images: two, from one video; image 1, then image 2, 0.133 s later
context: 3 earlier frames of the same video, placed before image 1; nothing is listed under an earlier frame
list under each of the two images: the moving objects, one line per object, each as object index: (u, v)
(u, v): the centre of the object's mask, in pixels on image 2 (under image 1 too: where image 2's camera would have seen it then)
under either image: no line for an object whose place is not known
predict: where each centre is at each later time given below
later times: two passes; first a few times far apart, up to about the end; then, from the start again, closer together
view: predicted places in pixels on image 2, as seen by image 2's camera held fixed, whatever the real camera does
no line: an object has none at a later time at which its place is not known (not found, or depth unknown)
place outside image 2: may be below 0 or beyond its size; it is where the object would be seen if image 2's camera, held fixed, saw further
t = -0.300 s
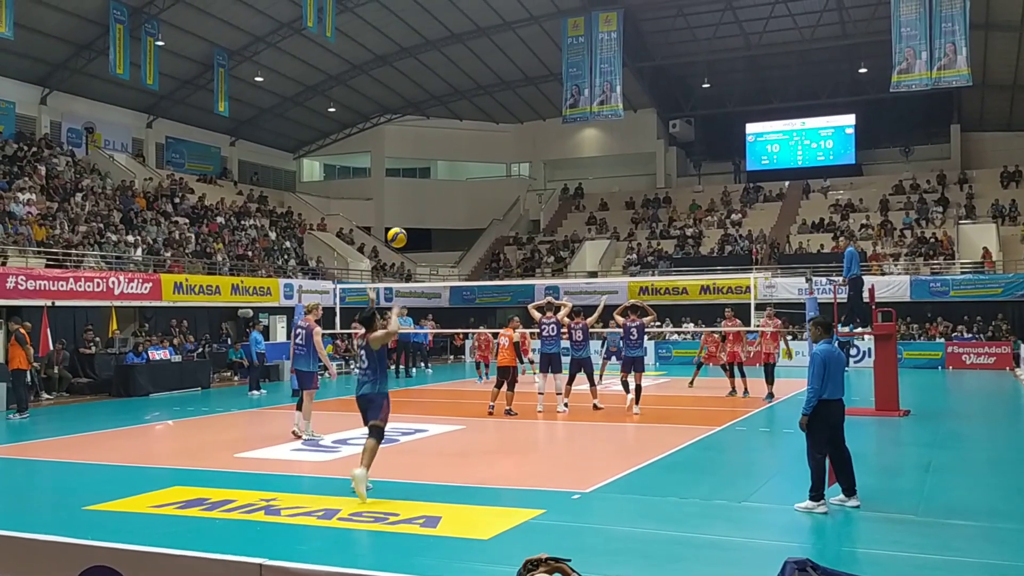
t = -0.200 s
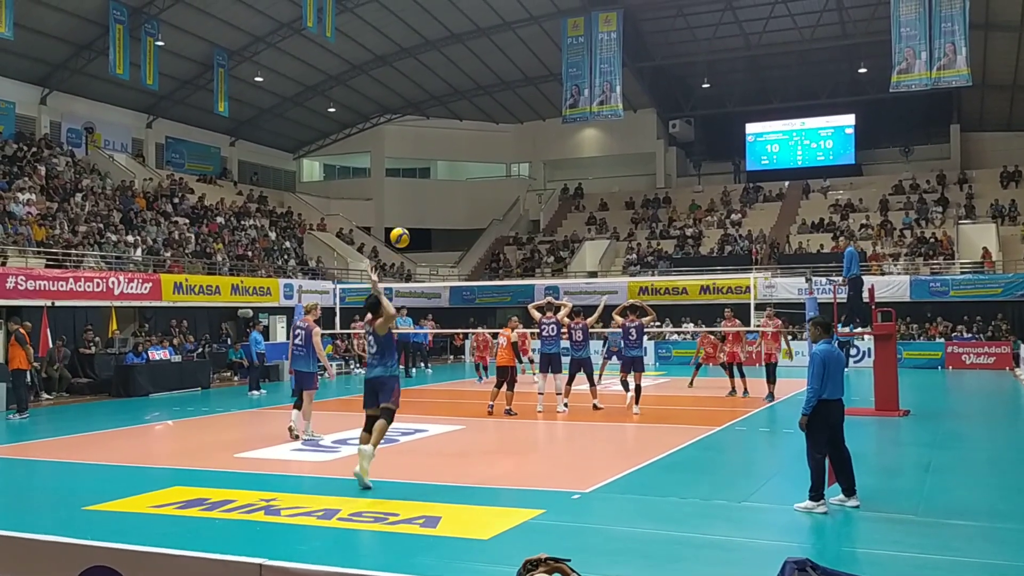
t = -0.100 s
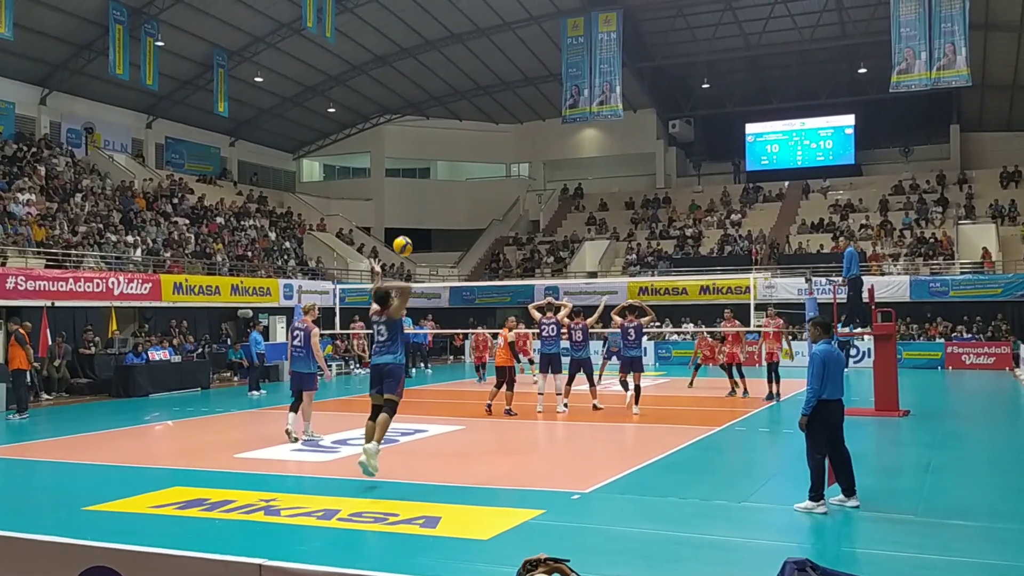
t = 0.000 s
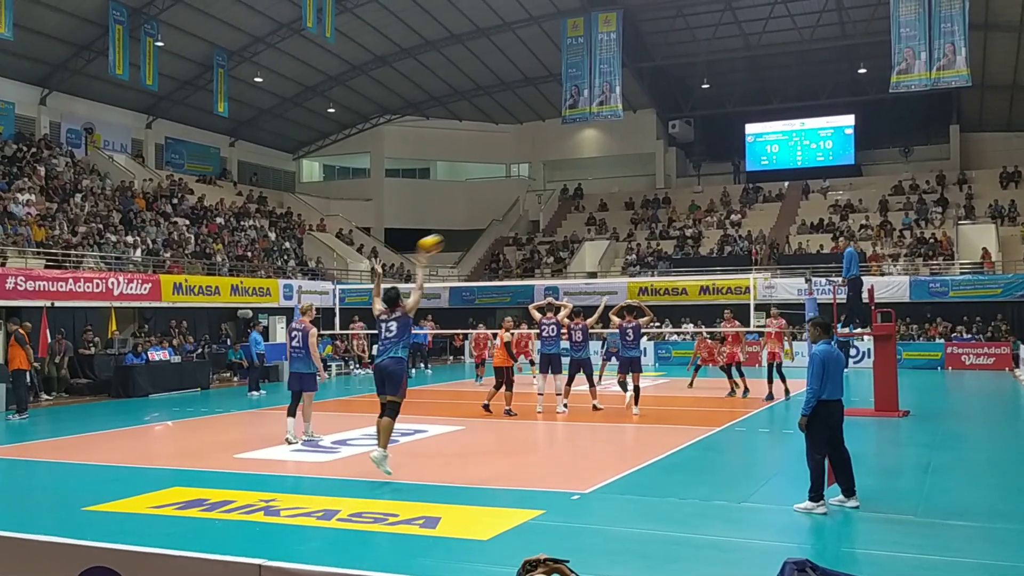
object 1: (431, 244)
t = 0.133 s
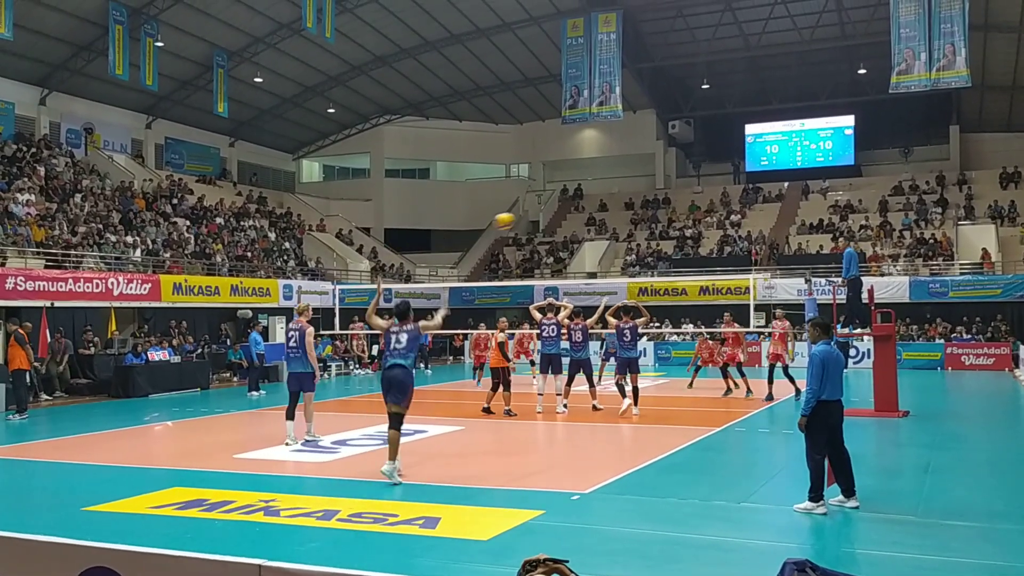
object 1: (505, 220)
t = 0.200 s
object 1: (534, 215)
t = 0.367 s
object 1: (596, 212)
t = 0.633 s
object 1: (662, 234)
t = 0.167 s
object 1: (519, 217)
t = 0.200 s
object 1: (534, 215)
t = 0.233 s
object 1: (548, 213)
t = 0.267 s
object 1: (560, 212)
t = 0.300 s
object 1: (573, 211)
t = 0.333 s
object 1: (585, 211)
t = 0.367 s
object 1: (596, 212)
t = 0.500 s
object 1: (633, 219)
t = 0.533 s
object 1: (640, 223)
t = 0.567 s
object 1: (648, 226)
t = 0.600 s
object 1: (655, 230)
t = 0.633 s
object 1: (662, 234)
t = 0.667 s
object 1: (669, 238)
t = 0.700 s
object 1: (674, 243)
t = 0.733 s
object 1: (681, 247)
